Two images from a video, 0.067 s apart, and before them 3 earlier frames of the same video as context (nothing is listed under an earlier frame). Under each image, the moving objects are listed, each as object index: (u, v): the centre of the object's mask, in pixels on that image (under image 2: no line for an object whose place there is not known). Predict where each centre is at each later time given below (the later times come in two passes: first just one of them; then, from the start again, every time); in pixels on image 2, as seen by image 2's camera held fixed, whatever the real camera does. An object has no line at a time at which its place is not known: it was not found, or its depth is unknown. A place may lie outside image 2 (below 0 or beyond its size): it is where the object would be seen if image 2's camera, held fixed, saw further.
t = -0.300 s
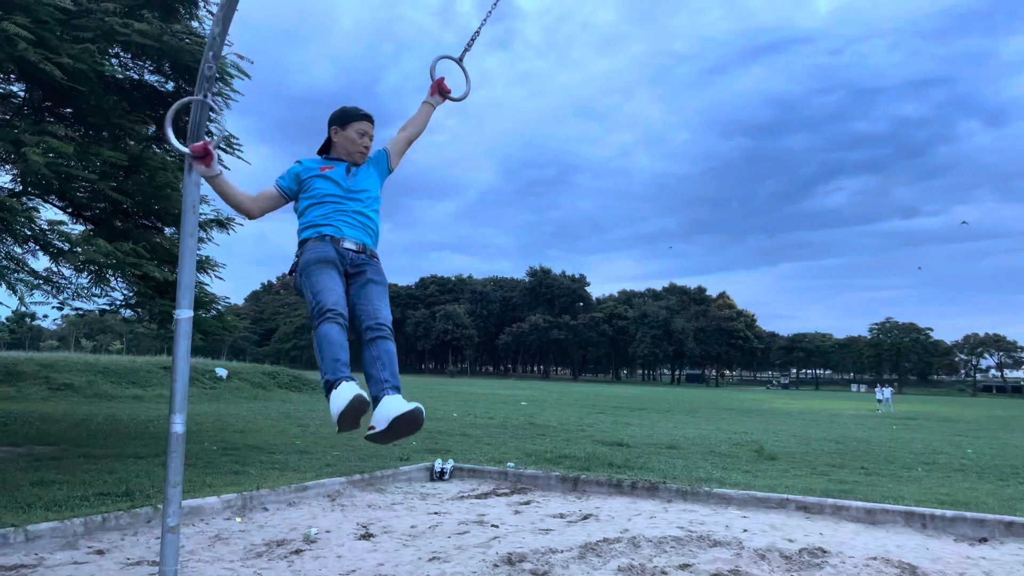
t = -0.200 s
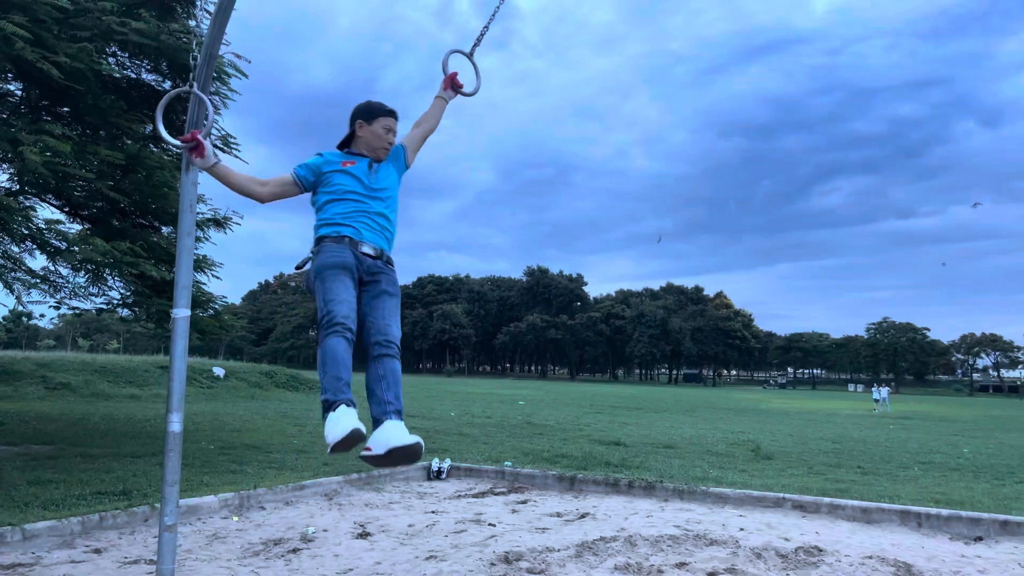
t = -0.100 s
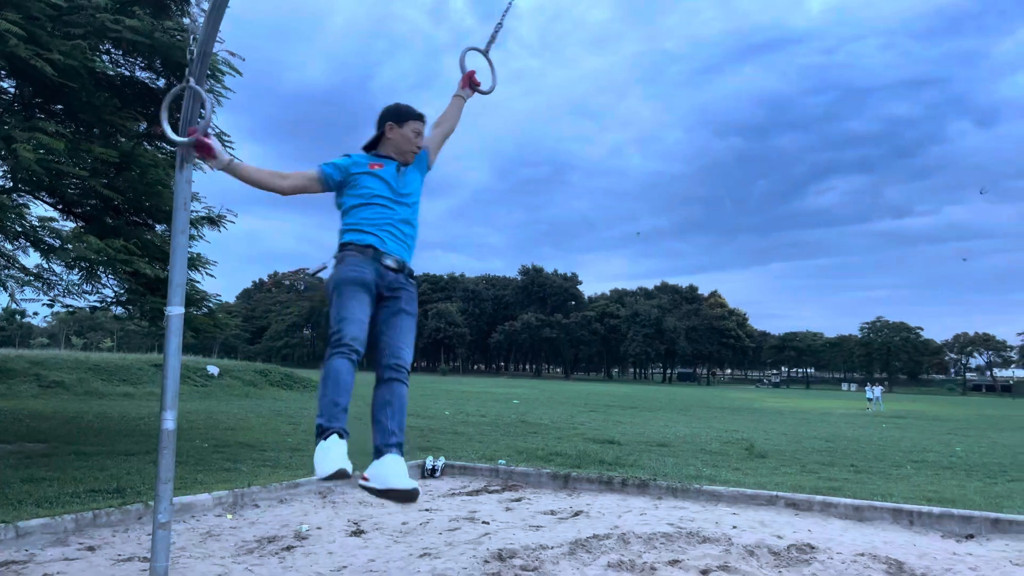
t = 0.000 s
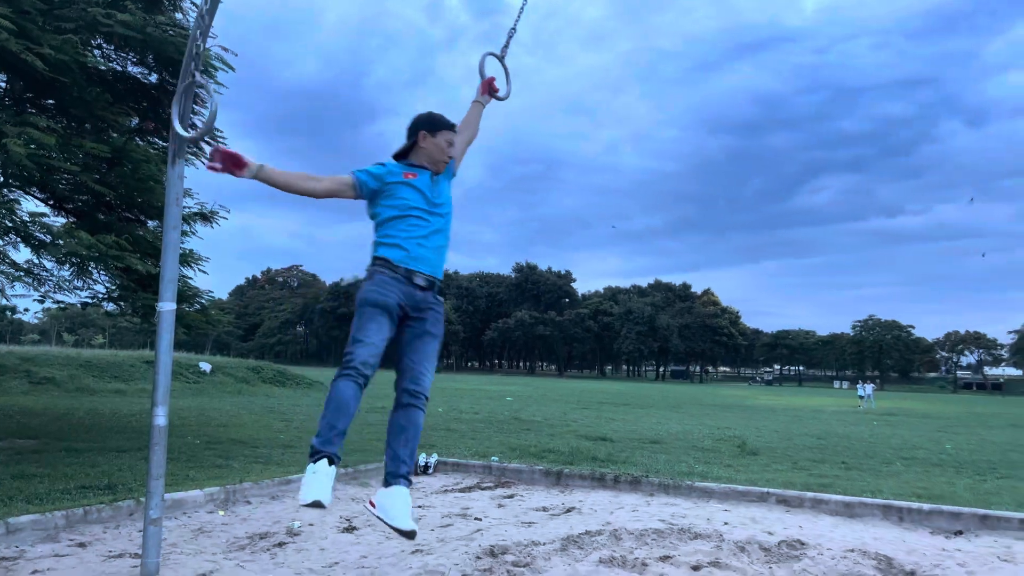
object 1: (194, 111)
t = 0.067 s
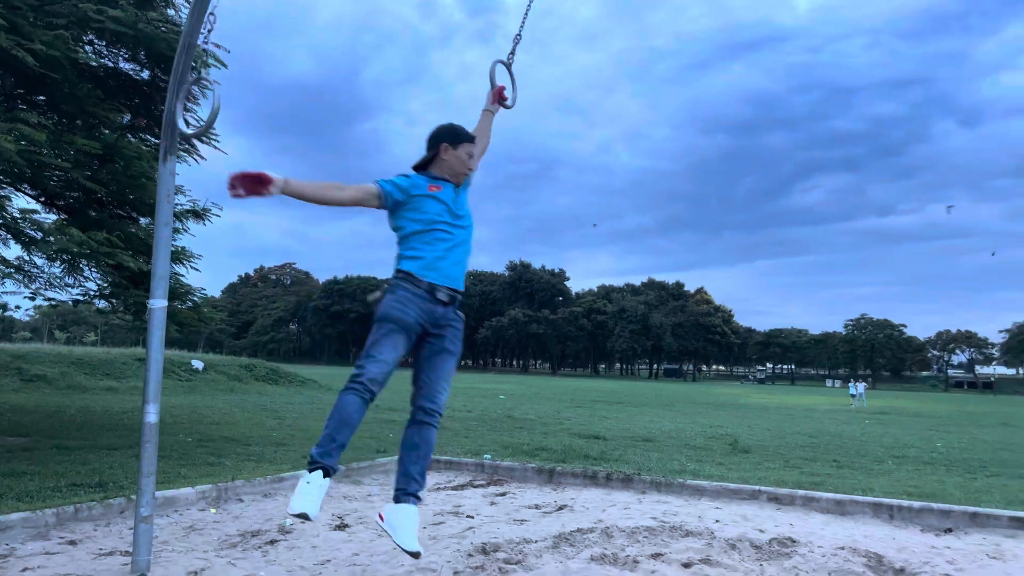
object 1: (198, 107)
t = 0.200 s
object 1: (228, 103)
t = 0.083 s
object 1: (200, 108)
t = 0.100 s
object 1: (204, 108)
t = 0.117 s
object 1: (208, 108)
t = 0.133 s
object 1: (211, 108)
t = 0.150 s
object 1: (215, 107)
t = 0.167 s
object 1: (220, 106)
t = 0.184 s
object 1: (224, 104)
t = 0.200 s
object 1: (228, 103)
